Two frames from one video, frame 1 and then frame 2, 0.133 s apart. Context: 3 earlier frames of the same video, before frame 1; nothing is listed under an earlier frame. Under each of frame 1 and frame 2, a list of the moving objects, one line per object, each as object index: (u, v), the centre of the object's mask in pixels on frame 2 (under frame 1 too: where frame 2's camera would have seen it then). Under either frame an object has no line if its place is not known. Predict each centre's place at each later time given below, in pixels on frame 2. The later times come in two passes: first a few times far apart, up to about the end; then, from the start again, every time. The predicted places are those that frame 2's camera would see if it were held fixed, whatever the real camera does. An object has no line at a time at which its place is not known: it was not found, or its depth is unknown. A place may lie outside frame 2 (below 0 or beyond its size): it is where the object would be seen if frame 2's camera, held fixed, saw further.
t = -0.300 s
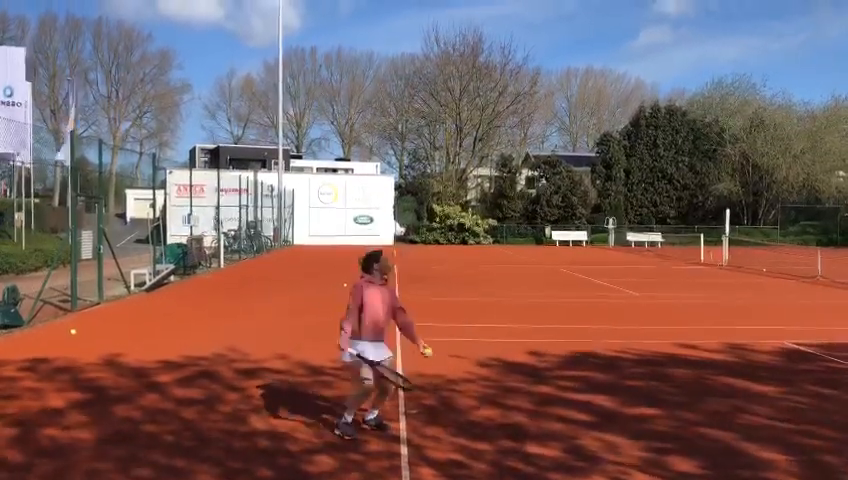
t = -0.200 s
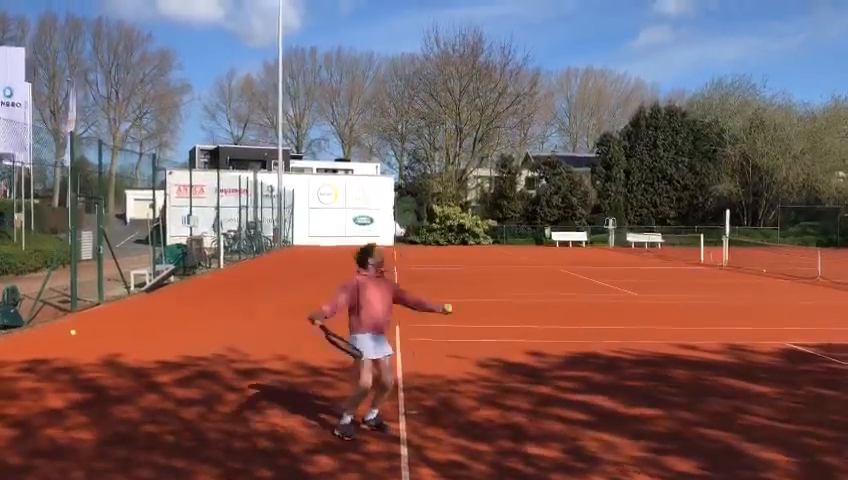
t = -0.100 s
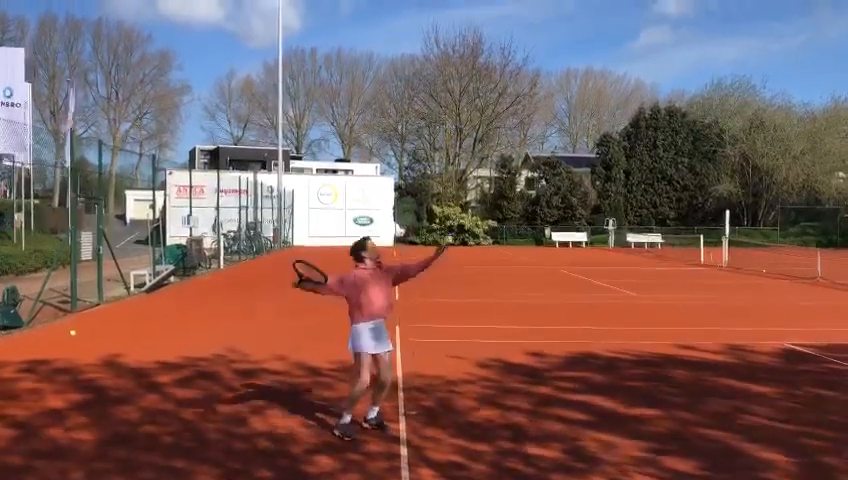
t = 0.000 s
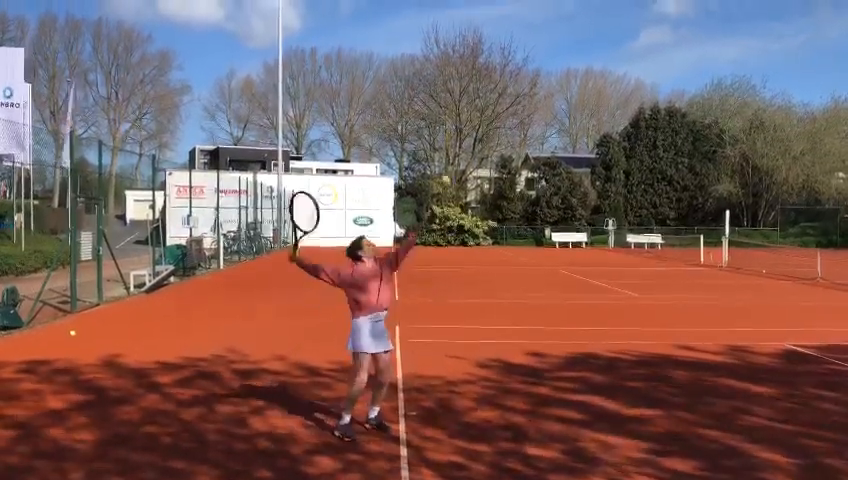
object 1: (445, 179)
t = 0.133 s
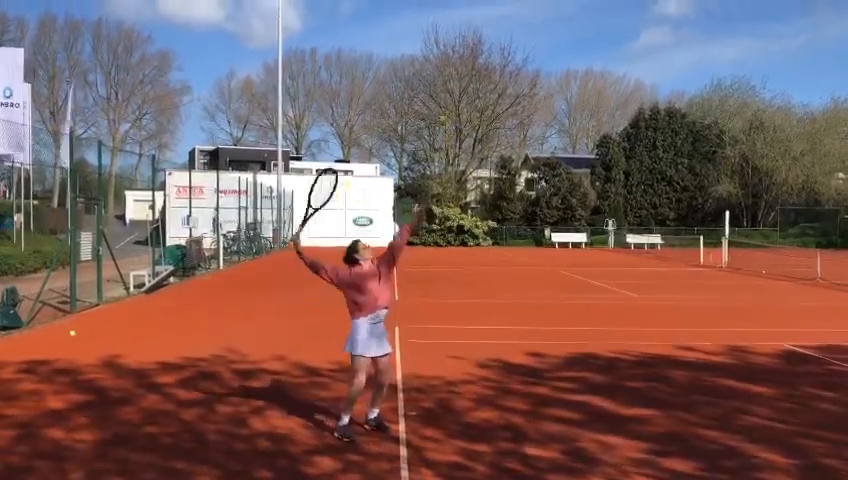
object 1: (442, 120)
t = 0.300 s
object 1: (440, 75)
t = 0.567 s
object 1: (435, 79)
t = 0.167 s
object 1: (442, 107)
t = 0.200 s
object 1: (441, 97)
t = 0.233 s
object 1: (440, 87)
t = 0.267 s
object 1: (440, 80)
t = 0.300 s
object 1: (440, 75)
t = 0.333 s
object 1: (438, 69)
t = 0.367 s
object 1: (437, 66)
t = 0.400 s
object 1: (437, 65)
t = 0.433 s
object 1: (437, 65)
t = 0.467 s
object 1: (437, 66)
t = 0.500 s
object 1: (436, 69)
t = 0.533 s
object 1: (436, 73)
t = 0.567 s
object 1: (435, 79)
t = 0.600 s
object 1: (435, 86)
